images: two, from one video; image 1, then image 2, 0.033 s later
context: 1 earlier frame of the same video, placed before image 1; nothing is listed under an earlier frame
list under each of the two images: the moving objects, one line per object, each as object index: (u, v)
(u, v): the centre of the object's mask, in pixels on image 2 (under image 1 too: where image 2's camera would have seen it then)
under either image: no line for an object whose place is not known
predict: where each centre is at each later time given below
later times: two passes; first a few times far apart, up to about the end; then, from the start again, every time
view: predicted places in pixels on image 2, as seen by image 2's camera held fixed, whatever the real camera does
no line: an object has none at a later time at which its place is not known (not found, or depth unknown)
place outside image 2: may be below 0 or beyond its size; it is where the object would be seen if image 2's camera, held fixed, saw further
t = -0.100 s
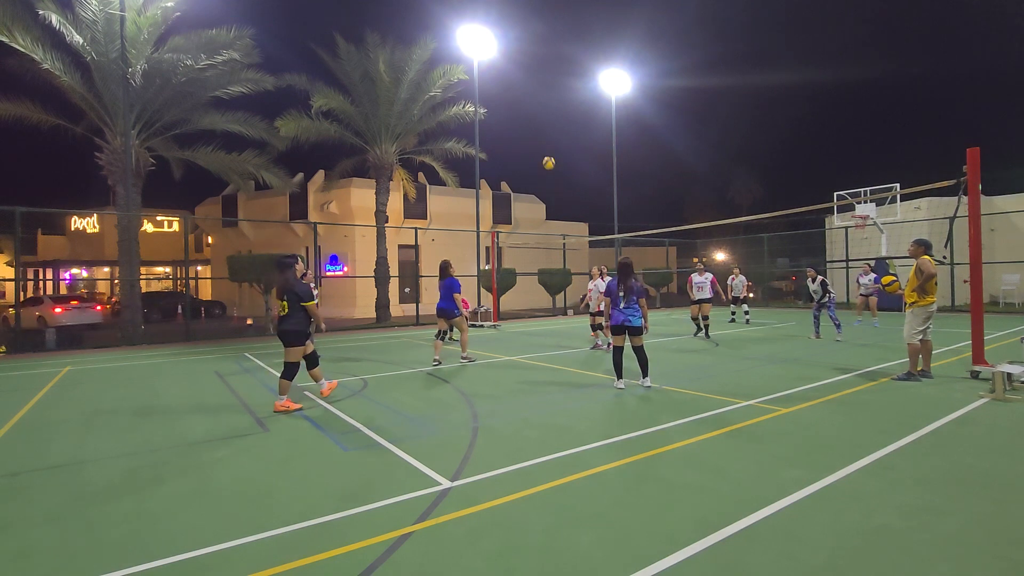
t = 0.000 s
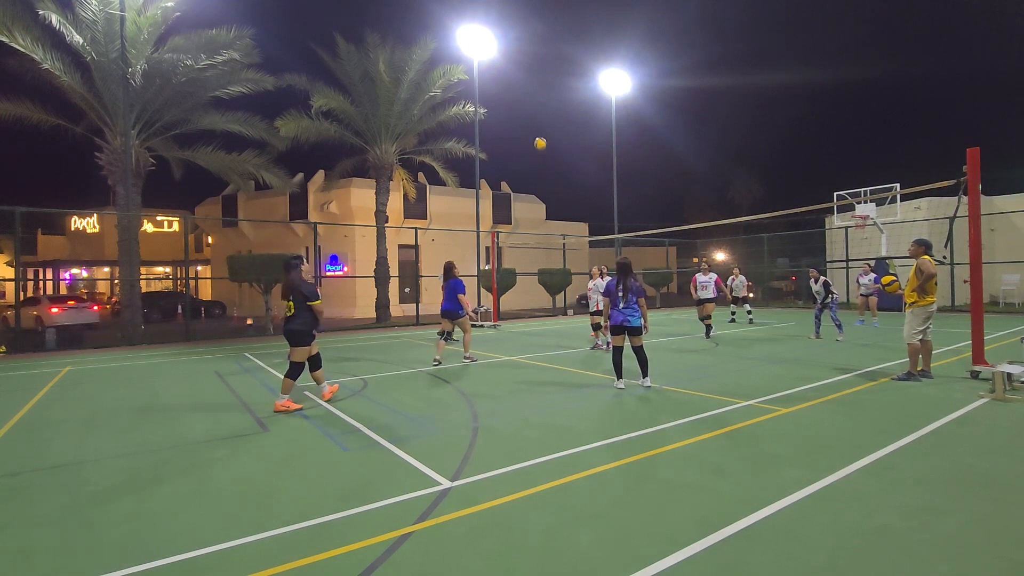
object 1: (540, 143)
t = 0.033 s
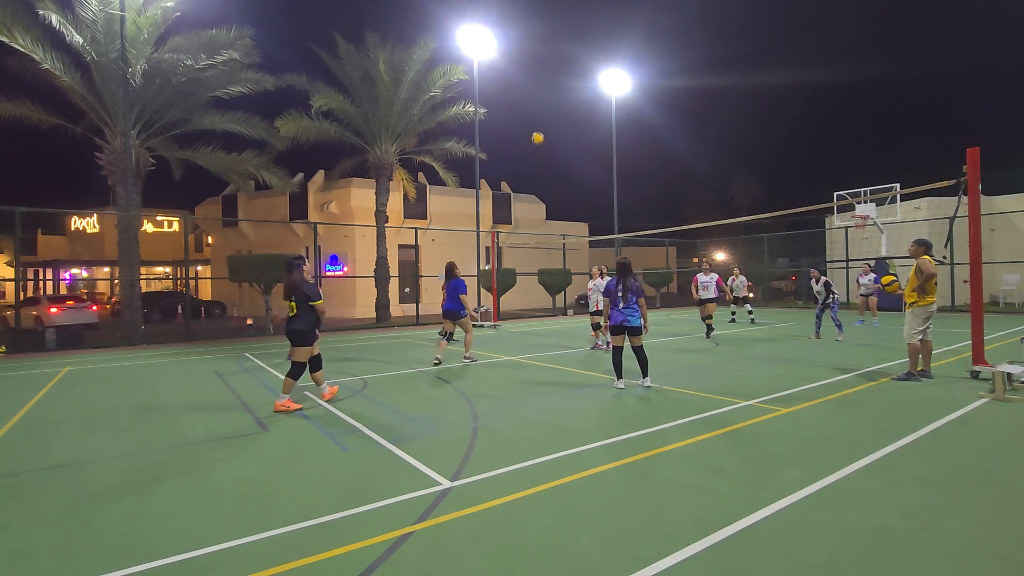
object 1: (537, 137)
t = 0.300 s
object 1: (516, 118)
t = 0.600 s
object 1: (492, 144)
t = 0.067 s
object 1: (535, 133)
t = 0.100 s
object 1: (532, 129)
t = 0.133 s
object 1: (529, 126)
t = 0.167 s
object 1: (527, 123)
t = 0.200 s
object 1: (524, 121)
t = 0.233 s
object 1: (521, 119)
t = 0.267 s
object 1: (519, 119)
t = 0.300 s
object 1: (516, 118)
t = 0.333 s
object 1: (514, 118)
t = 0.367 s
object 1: (511, 119)
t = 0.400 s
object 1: (508, 121)
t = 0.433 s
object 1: (506, 123)
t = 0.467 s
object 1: (503, 126)
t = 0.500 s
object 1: (500, 130)
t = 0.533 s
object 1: (498, 134)
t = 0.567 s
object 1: (495, 139)
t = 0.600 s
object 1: (492, 144)
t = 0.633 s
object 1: (490, 150)
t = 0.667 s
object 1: (487, 157)
